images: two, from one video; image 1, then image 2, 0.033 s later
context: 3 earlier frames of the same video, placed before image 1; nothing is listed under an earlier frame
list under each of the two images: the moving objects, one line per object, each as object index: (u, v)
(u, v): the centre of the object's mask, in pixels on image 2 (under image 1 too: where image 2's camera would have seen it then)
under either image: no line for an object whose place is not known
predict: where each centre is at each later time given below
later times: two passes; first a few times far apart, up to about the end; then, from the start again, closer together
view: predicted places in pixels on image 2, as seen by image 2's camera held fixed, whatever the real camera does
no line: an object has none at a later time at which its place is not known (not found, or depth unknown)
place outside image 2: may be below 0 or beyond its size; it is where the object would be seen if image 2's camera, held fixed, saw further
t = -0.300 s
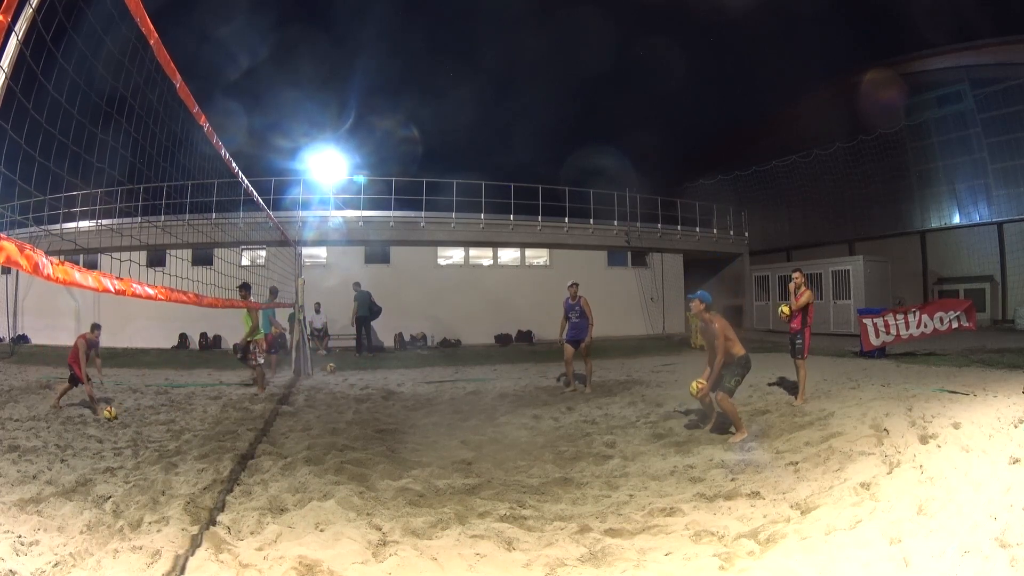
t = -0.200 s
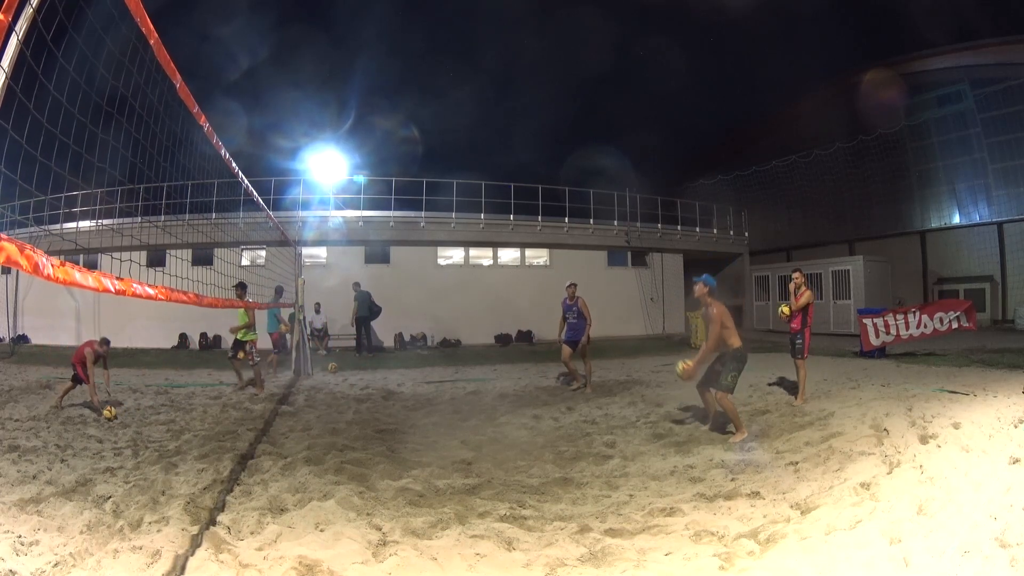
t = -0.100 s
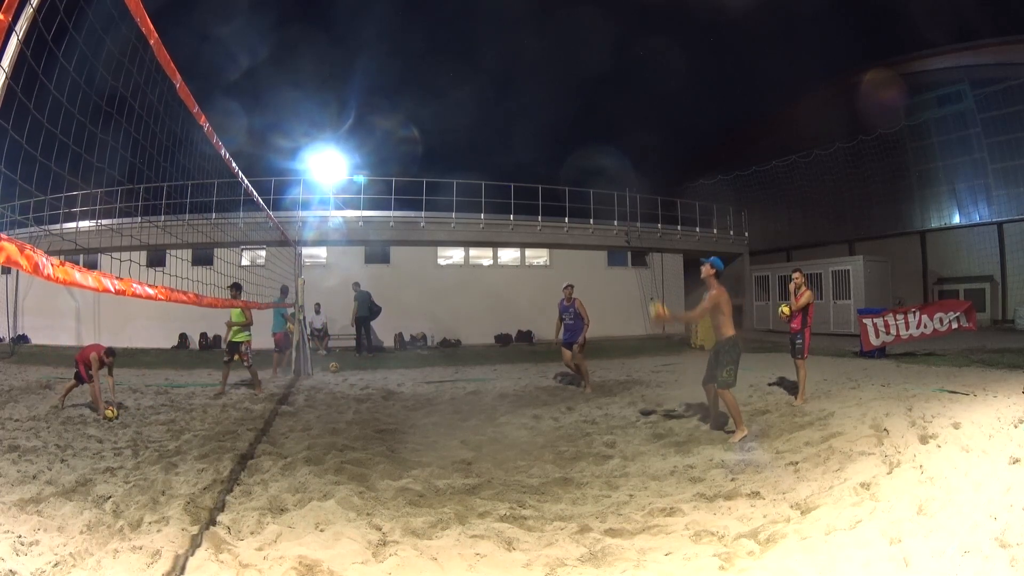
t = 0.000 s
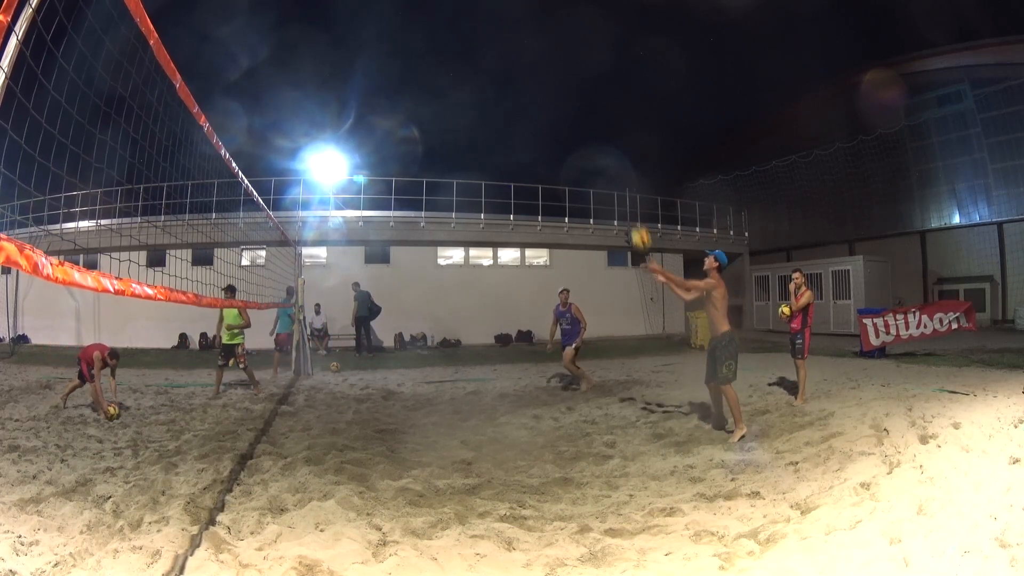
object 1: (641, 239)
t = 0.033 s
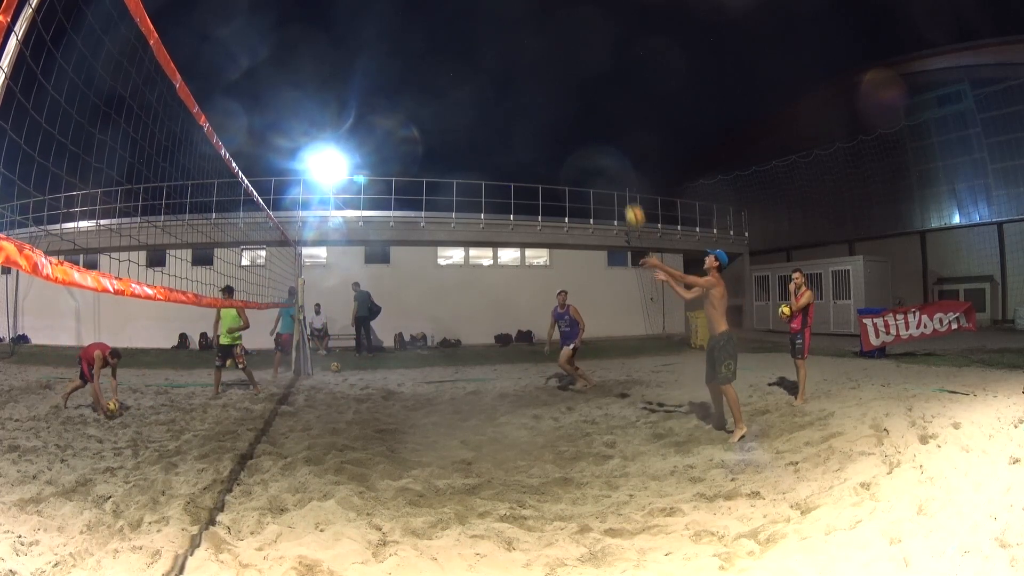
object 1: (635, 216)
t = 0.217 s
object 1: (602, 122)
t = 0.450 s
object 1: (564, 58)
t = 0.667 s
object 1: (536, 37)
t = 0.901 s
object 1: (508, 48)
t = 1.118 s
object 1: (484, 86)
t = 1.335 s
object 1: (461, 154)
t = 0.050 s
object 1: (632, 206)
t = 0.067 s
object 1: (629, 195)
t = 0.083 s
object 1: (626, 186)
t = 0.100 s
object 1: (623, 176)
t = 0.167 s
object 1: (610, 143)
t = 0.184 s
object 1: (608, 136)
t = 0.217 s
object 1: (602, 122)
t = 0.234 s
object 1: (599, 115)
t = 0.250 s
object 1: (596, 109)
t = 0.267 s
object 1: (593, 103)
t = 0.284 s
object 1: (591, 98)
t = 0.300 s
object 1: (588, 93)
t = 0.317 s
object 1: (585, 88)
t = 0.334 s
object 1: (582, 83)
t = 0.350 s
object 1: (580, 79)
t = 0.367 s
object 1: (577, 75)
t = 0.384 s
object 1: (575, 71)
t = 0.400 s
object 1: (572, 67)
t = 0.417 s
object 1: (569, 64)
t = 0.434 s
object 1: (567, 61)
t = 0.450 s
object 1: (564, 58)
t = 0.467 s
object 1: (562, 55)
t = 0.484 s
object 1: (560, 52)
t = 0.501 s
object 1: (557, 50)
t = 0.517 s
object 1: (555, 48)
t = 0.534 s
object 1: (553, 46)
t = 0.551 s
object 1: (551, 44)
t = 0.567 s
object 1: (549, 43)
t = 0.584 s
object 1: (546, 42)
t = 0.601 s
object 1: (544, 40)
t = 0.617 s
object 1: (542, 39)
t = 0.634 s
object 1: (540, 38)
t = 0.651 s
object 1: (538, 38)
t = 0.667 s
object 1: (536, 37)
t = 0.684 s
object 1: (534, 37)
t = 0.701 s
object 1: (532, 37)
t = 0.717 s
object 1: (530, 37)
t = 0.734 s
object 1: (528, 37)
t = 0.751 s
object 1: (526, 37)
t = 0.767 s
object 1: (524, 38)
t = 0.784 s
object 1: (522, 39)
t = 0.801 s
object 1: (520, 39)
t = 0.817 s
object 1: (518, 40)
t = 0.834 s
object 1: (516, 42)
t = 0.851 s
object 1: (514, 43)
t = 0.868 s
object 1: (512, 44)
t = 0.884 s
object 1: (510, 46)
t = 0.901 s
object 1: (508, 48)
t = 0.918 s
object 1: (506, 50)
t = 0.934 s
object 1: (504, 52)
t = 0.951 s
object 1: (503, 54)
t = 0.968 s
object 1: (501, 56)
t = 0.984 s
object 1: (499, 59)
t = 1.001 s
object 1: (497, 62)
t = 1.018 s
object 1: (495, 65)
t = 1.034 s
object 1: (493, 68)
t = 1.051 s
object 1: (491, 71)
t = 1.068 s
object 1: (489, 74)
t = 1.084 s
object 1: (487, 78)
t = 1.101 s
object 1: (486, 82)
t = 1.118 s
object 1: (484, 86)
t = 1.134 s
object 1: (482, 90)
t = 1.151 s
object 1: (480, 94)
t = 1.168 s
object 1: (478, 99)
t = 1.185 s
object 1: (476, 103)
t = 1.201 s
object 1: (475, 108)
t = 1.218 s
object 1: (473, 113)
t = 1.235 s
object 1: (471, 118)
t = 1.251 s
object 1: (469, 124)
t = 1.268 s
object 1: (468, 129)
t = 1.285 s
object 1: (466, 135)
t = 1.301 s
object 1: (464, 141)
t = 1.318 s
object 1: (462, 147)
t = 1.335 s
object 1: (461, 154)
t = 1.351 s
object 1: (459, 160)
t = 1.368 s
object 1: (457, 167)
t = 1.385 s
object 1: (456, 173)
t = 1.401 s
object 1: (454, 179)
